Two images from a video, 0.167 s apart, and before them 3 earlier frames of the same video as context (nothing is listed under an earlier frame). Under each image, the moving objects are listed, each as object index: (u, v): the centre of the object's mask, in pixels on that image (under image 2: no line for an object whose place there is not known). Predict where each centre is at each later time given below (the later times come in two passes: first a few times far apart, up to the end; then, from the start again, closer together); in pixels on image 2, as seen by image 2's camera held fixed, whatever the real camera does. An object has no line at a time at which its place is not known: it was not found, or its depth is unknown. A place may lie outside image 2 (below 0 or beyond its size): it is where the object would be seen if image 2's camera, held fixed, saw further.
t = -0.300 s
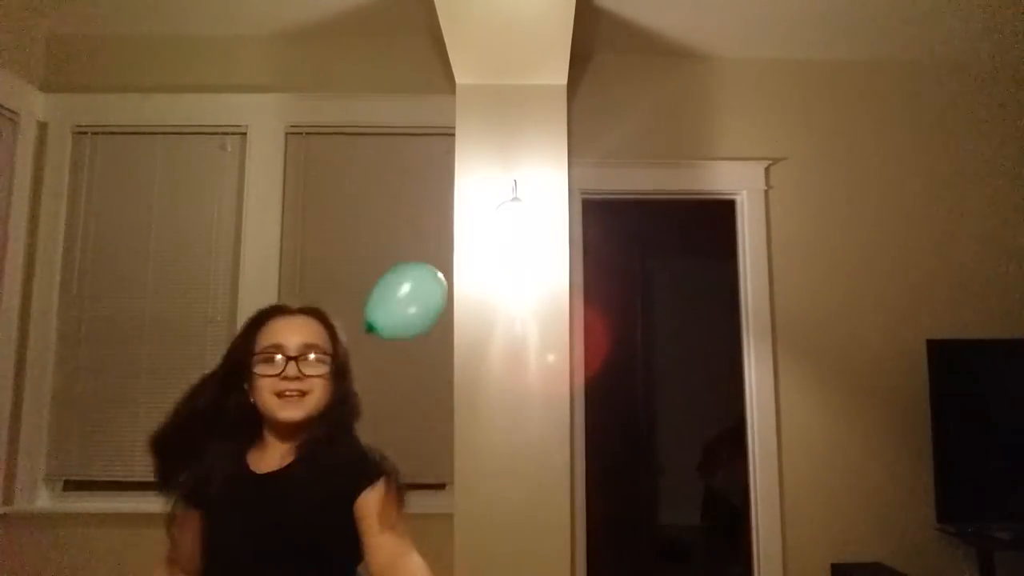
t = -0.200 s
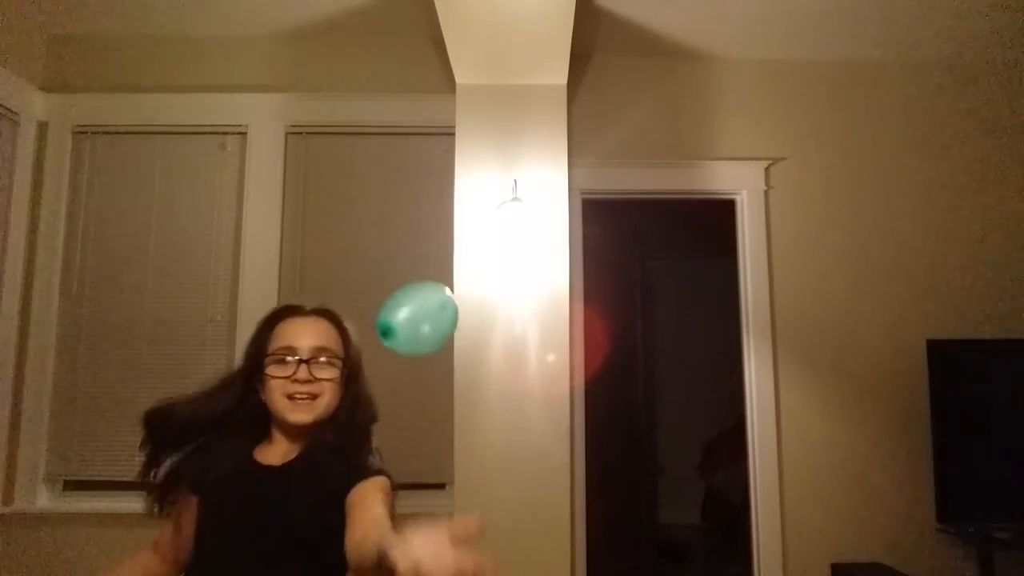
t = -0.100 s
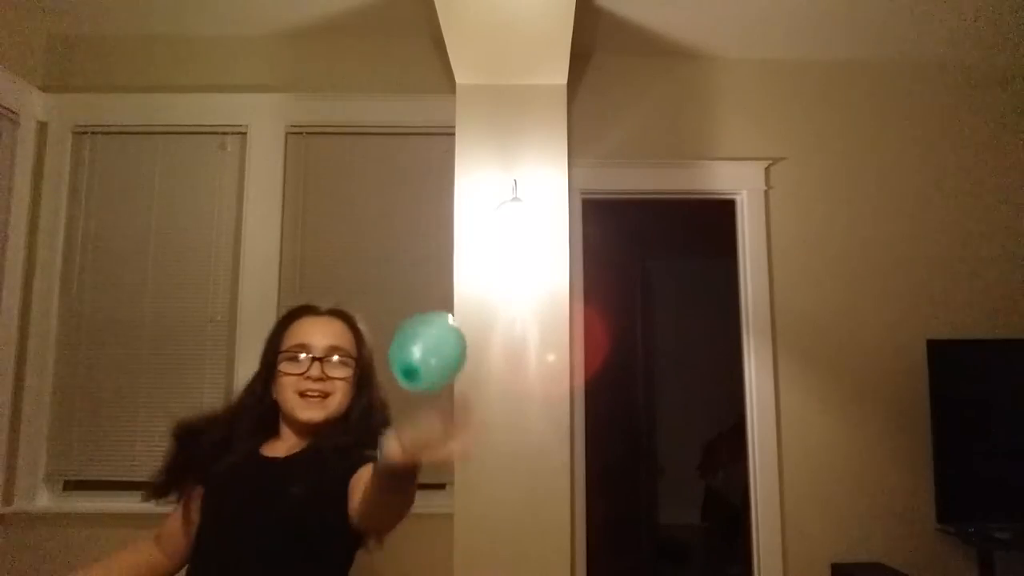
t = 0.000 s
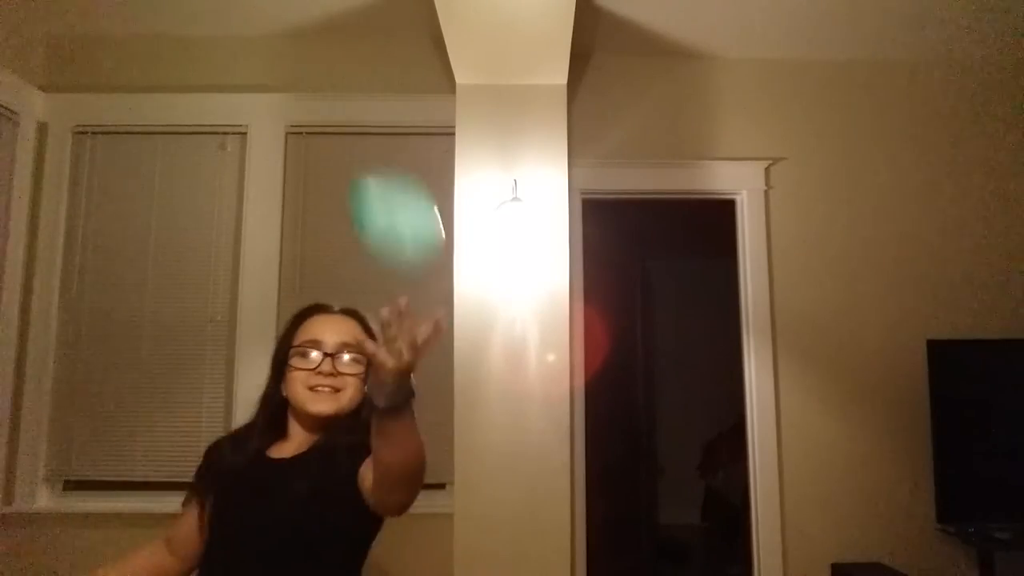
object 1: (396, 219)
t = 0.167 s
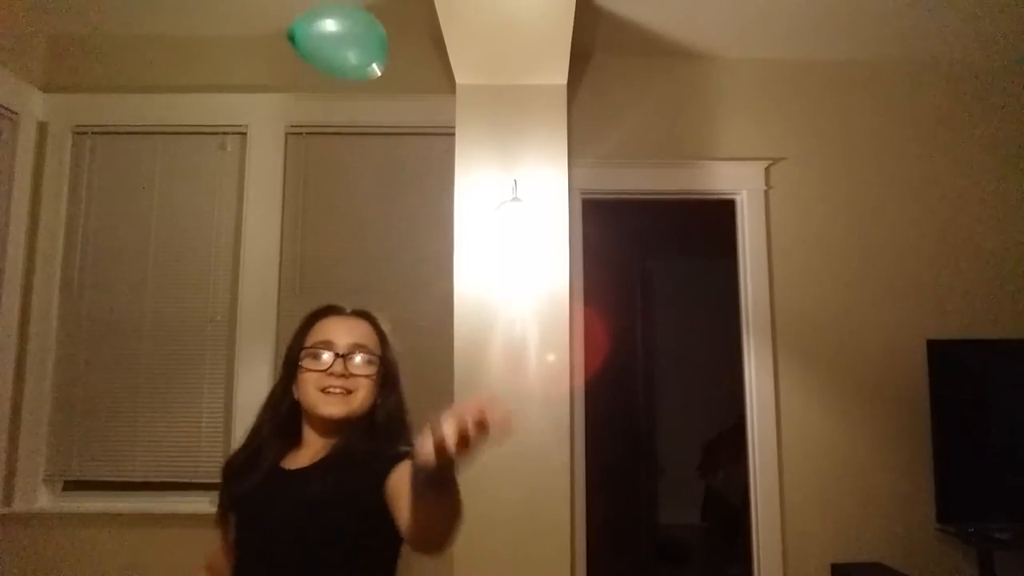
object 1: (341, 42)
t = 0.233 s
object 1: (327, 27)
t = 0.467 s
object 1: (300, 29)
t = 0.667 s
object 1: (285, 84)
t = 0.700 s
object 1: (286, 104)
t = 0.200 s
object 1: (334, 32)
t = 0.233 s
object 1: (327, 27)
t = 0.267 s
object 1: (321, 26)
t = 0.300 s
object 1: (316, 25)
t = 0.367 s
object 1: (308, 26)
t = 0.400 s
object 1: (305, 26)
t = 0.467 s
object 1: (300, 29)
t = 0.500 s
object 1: (296, 31)
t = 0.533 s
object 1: (293, 35)
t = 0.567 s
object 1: (290, 42)
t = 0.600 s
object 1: (287, 52)
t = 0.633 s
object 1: (286, 66)
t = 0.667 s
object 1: (285, 84)
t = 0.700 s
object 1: (286, 104)
